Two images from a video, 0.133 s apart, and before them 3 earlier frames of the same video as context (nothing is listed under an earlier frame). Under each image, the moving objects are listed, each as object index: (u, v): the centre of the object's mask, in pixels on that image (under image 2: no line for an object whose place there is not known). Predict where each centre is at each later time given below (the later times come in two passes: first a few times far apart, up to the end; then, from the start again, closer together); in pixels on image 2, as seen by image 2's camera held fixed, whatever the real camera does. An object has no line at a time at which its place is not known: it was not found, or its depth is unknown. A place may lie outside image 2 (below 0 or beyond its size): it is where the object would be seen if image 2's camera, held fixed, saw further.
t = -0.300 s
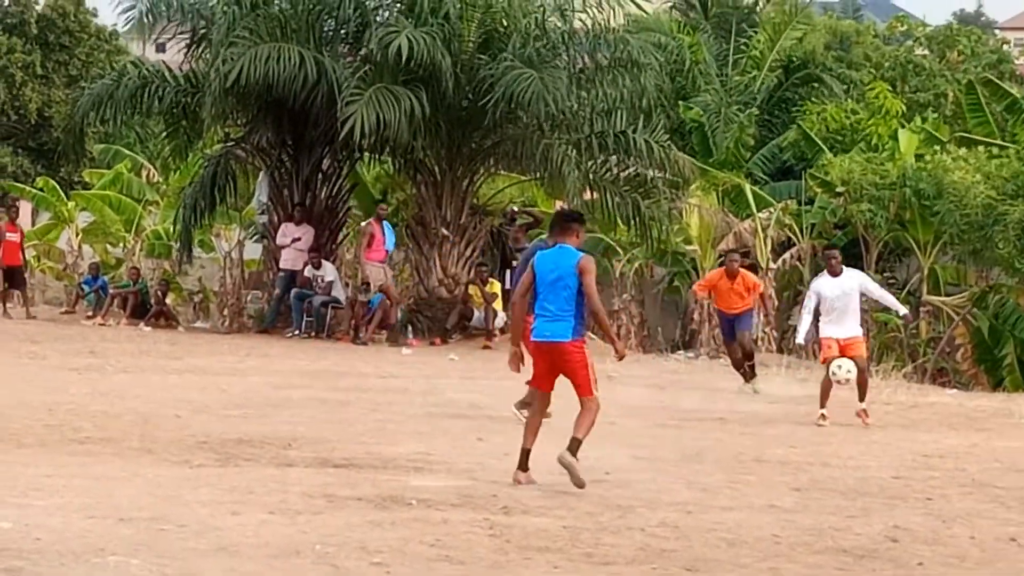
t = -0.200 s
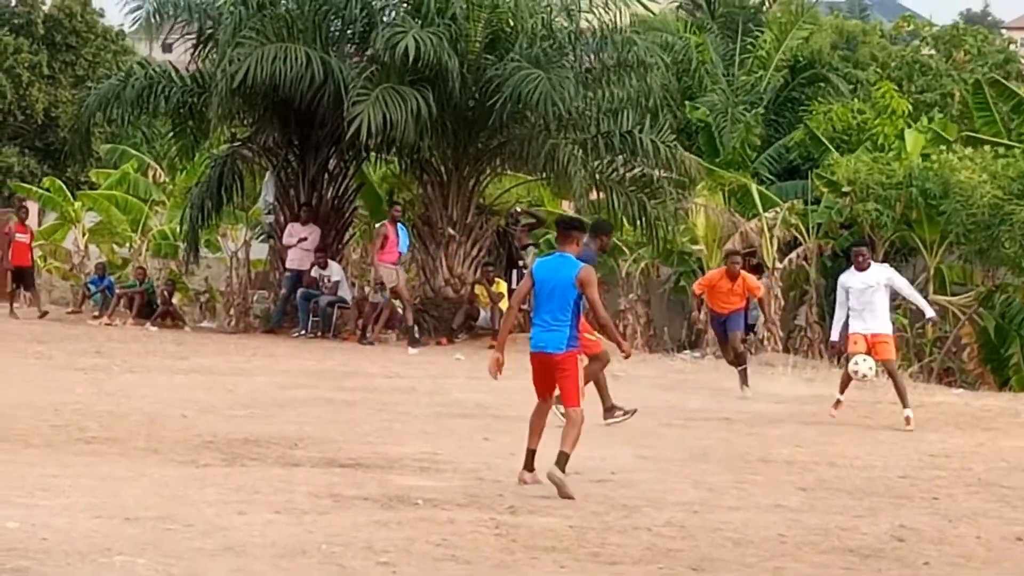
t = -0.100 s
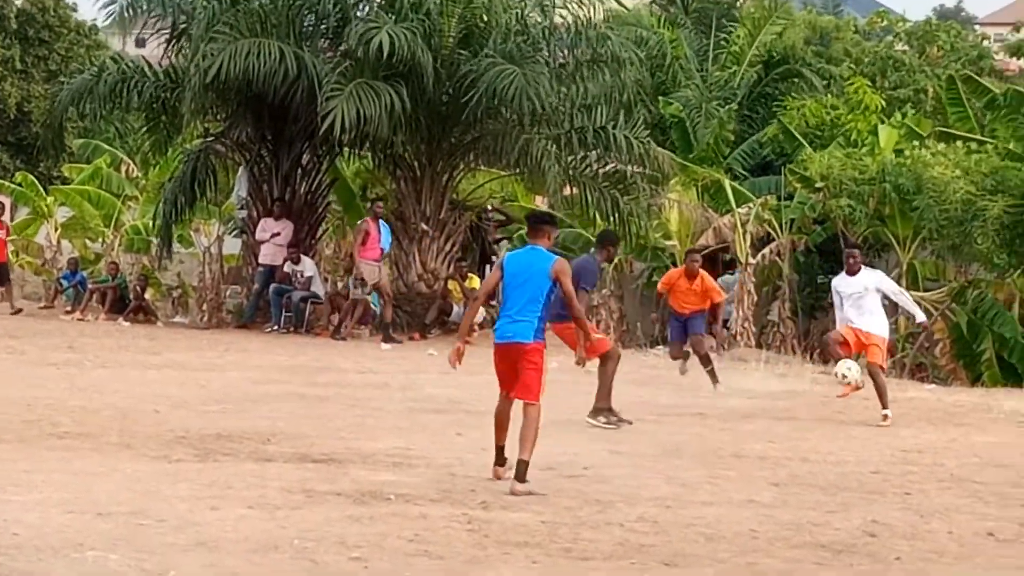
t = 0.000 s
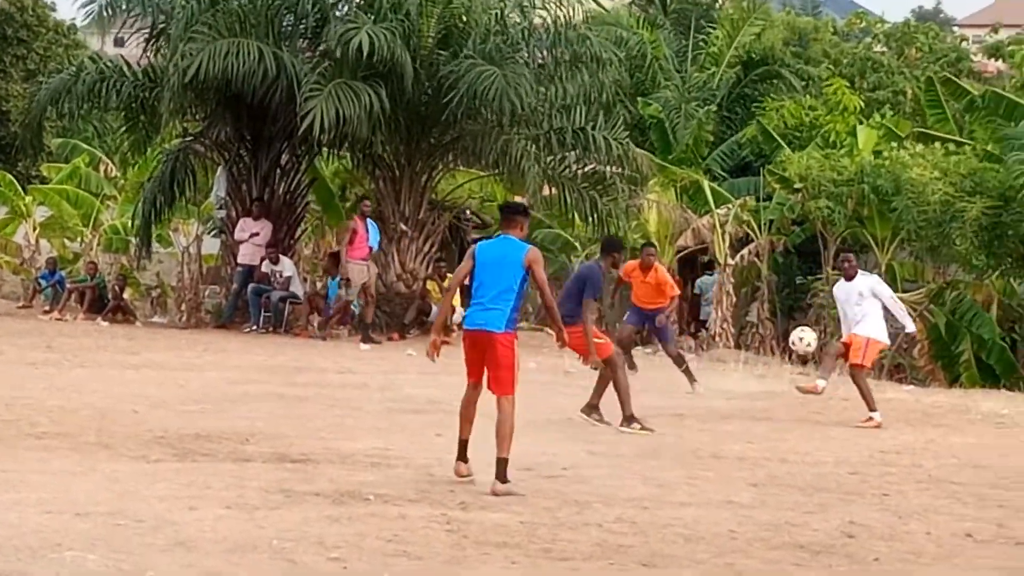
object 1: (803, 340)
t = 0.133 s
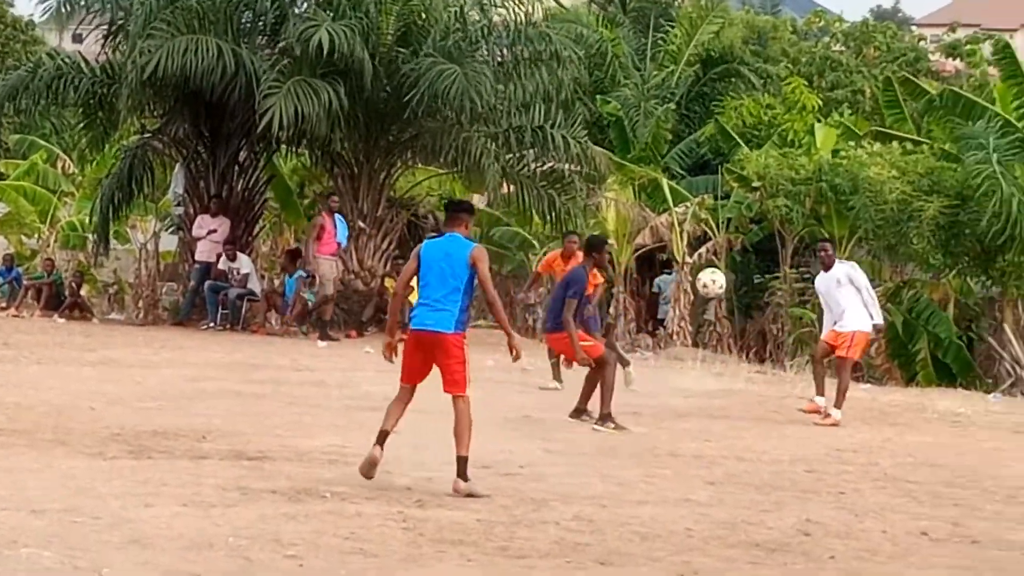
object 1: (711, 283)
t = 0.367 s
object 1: (607, 228)
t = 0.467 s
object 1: (557, 227)
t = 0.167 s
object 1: (696, 271)
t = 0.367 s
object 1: (607, 228)
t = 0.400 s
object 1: (591, 225)
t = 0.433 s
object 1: (574, 226)
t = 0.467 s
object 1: (557, 227)
